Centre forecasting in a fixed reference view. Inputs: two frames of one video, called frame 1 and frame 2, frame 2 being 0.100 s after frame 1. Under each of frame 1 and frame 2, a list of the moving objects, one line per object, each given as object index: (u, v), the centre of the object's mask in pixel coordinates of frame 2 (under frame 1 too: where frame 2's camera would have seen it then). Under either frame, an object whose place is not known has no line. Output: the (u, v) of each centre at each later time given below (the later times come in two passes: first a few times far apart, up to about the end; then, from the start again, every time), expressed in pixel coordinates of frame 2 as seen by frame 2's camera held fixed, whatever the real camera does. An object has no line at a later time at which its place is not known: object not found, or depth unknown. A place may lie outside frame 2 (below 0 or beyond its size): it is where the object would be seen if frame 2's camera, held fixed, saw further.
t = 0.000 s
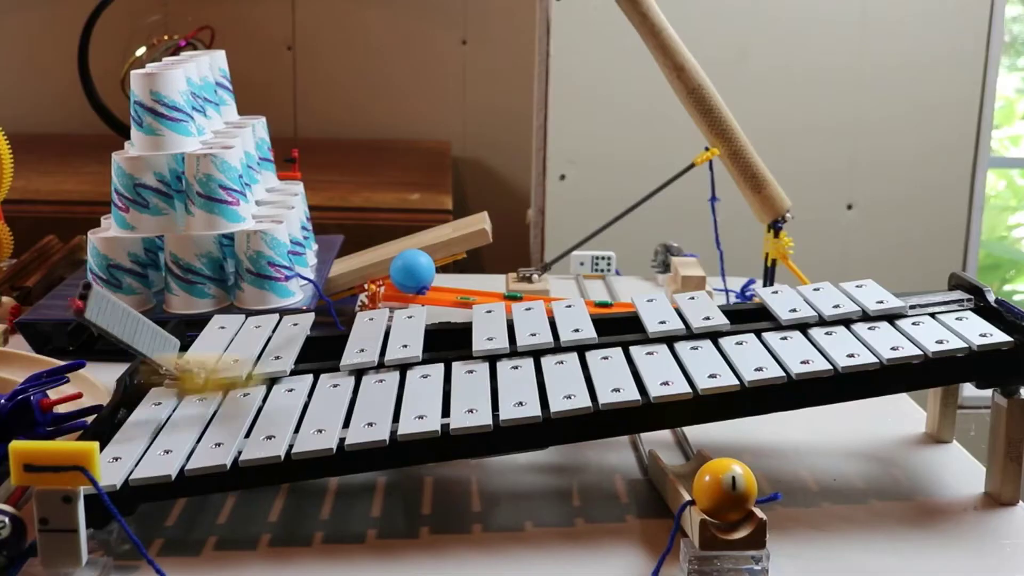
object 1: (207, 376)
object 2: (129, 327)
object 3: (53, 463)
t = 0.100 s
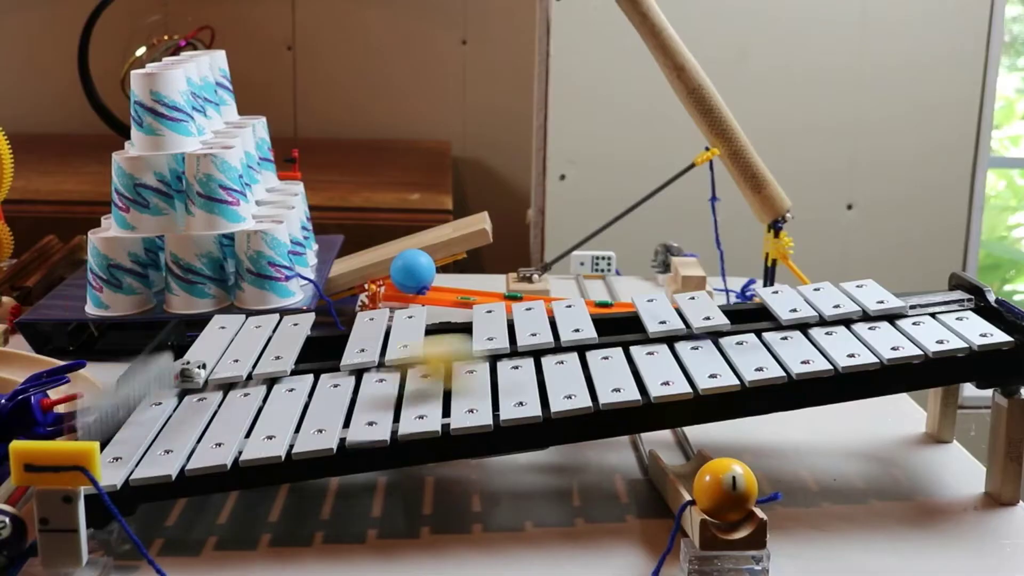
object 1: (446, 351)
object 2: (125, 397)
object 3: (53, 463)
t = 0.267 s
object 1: (714, 325)
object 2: (122, 405)
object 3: (53, 463)
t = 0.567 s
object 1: (989, 297)
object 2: (122, 405)
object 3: (53, 463)
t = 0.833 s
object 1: (939, 306)
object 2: (122, 405)
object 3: (53, 463)
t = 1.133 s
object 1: (821, 322)
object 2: (121, 405)
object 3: (53, 463)
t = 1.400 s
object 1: (673, 337)
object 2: (121, 405)
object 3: (53, 463)
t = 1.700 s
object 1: (483, 356)
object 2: (121, 405)
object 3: (53, 463)
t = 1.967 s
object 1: (306, 373)
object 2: (121, 405)
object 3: (53, 463)
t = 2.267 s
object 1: (174, 393)
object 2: (111, 410)
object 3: (53, 463)
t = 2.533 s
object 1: (129, 418)
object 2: (106, 396)
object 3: (53, 463)
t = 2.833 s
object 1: (85, 434)
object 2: (132, 396)
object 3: (53, 463)
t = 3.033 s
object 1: (72, 453)
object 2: (127, 399)
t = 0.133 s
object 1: (494, 351)
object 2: (123, 402)
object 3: (53, 463)
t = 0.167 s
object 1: (556, 342)
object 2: (122, 404)
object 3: (53, 463)
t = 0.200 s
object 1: (619, 334)
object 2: (122, 405)
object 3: (53, 463)
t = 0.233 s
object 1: (656, 331)
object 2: (122, 405)
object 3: (53, 463)
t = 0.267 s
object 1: (714, 325)
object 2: (122, 405)
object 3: (53, 463)
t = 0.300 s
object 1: (752, 320)
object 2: (122, 405)
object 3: (53, 463)
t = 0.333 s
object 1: (788, 323)
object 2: (122, 405)
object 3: (53, 463)
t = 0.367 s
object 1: (832, 313)
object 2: (122, 405)
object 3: (53, 463)
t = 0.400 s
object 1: (866, 316)
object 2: (122, 405)
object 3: (53, 463)
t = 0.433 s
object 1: (898, 307)
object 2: (122, 405)
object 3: (53, 463)
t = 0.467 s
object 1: (927, 305)
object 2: (122, 405)
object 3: (53, 463)
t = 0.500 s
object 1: (953, 301)
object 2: (122, 405)
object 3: (53, 463)
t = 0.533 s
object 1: (977, 300)
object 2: (122, 405)
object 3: (53, 463)
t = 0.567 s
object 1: (989, 297)
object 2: (122, 405)
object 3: (53, 463)
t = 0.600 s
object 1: (984, 297)
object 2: (122, 405)
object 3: (53, 463)
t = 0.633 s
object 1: (978, 302)
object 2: (122, 405)
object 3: (53, 463)
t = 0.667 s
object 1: (974, 303)
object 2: (122, 405)
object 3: (53, 463)
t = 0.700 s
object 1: (970, 303)
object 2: (122, 405)
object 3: (53, 463)
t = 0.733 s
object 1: (963, 304)
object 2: (122, 405)
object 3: (53, 463)
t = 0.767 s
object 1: (955, 306)
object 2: (122, 405)
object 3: (53, 463)
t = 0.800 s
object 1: (947, 306)
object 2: (122, 405)
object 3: (53, 463)
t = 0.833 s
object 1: (939, 306)
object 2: (122, 405)
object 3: (53, 463)
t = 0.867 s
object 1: (929, 307)
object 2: (122, 405)
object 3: (53, 463)
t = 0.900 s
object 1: (918, 310)
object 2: (122, 405)
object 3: (53, 463)
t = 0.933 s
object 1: (906, 310)
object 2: (121, 405)
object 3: (53, 463)
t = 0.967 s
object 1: (894, 311)
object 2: (121, 405)
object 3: (53, 463)
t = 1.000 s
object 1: (882, 312)
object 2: (121, 405)
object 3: (53, 463)
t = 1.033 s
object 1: (867, 316)
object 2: (121, 405)
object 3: (53, 463)
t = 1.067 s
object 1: (852, 317)
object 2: (121, 405)
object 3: (53, 463)
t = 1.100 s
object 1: (837, 320)
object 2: (121, 405)
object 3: (53, 463)
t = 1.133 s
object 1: (821, 322)
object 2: (121, 405)
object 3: (53, 463)
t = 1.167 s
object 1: (804, 322)
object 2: (121, 405)
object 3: (53, 463)
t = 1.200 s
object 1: (785, 324)
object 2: (121, 405)
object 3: (53, 463)
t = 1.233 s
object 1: (768, 326)
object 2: (121, 405)
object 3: (53, 463)
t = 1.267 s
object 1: (752, 327)
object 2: (121, 405)
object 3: (53, 463)
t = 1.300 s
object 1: (735, 329)
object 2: (121, 405)
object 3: (53, 463)
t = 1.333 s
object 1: (715, 332)
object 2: (121, 405)
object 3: (53, 463)
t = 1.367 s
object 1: (694, 336)
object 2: (121, 405)
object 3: (53, 463)
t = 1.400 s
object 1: (673, 337)
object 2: (121, 405)
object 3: (53, 463)
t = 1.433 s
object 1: (651, 340)
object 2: (121, 405)
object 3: (53, 463)
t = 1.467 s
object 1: (631, 341)
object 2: (121, 405)
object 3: (53, 463)
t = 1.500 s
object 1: (613, 344)
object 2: (121, 405)
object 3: (53, 463)
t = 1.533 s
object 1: (592, 345)
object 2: (121, 405)
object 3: (53, 463)
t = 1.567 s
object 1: (572, 347)
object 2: (121, 405)
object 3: (53, 463)
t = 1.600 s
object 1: (550, 350)
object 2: (121, 405)
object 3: (53, 463)
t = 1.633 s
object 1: (530, 352)
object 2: (121, 405)
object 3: (53, 463)
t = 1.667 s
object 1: (509, 354)
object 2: (121, 405)
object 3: (53, 463)
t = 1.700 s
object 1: (483, 356)
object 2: (121, 405)
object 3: (53, 463)
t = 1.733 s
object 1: (463, 359)
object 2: (121, 405)
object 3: (53, 463)
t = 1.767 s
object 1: (442, 361)
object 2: (121, 405)
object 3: (53, 463)
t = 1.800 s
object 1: (423, 363)
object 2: (121, 405)
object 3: (53, 463)
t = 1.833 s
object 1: (397, 365)
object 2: (121, 405)
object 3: (53, 463)
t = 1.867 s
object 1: (373, 367)
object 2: (121, 405)
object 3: (53, 463)
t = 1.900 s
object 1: (347, 370)
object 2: (121, 405)
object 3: (53, 463)
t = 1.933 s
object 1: (329, 371)
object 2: (121, 405)
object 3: (53, 463)
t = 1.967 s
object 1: (306, 373)
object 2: (121, 405)
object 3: (53, 463)
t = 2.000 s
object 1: (282, 377)
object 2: (121, 405)
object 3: (53, 463)
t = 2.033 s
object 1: (257, 380)
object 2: (121, 405)
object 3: (53, 463)
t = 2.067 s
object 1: (237, 381)
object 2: (121, 405)
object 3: (53, 463)
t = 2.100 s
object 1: (209, 384)
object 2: (121, 405)
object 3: (53, 463)
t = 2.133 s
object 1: (187, 382)
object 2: (112, 410)
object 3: (53, 463)
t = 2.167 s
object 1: (174, 387)
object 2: (102, 409)
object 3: (53, 463)
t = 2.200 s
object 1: (173, 389)
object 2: (105, 410)
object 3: (53, 463)
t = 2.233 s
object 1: (175, 390)
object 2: (111, 410)
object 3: (53, 463)
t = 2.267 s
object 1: (174, 393)
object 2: (111, 410)
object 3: (53, 463)
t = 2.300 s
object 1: (172, 396)
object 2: (110, 410)
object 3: (53, 463)
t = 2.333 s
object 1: (167, 398)
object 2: (109, 411)
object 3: (53, 463)
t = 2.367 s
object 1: (160, 402)
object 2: (107, 411)
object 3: (53, 463)
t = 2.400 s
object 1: (151, 405)
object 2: (104, 412)
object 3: (53, 463)
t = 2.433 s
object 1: (144, 407)
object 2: (105, 410)
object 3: (53, 463)
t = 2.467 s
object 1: (138, 411)
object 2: (106, 407)
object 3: (53, 463)
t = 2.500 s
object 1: (134, 414)
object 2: (105, 400)
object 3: (53, 463)
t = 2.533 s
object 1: (129, 418)
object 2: (106, 396)
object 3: (53, 463)
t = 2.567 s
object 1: (124, 421)
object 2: (123, 390)
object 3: (53, 463)
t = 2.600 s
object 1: (117, 424)
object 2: (125, 393)
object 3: (53, 463)
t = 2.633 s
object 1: (113, 425)
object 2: (147, 384)
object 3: (53, 463)
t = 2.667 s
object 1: (110, 426)
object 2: (146, 385)
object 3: (53, 463)
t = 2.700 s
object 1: (107, 427)
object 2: (145, 386)
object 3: (53, 463)
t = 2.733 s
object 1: (103, 430)
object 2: (142, 388)
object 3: (53, 463)
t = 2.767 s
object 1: (98, 432)
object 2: (139, 390)
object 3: (53, 462)
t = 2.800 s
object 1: (93, 433)
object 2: (136, 393)
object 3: (53, 463)
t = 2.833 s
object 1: (85, 434)
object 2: (132, 396)
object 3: (53, 463)
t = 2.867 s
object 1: (78, 433)
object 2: (130, 397)
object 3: (54, 463)
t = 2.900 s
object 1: (78, 436)
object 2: (127, 399)
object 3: (52, 463)
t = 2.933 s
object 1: (78, 438)
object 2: (127, 399)
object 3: (51, 465)
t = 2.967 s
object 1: (76, 440)
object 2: (127, 399)
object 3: (50, 470)
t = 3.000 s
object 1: (74, 448)
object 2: (127, 399)
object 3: (49, 482)
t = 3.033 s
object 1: (72, 453)
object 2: (127, 399)
